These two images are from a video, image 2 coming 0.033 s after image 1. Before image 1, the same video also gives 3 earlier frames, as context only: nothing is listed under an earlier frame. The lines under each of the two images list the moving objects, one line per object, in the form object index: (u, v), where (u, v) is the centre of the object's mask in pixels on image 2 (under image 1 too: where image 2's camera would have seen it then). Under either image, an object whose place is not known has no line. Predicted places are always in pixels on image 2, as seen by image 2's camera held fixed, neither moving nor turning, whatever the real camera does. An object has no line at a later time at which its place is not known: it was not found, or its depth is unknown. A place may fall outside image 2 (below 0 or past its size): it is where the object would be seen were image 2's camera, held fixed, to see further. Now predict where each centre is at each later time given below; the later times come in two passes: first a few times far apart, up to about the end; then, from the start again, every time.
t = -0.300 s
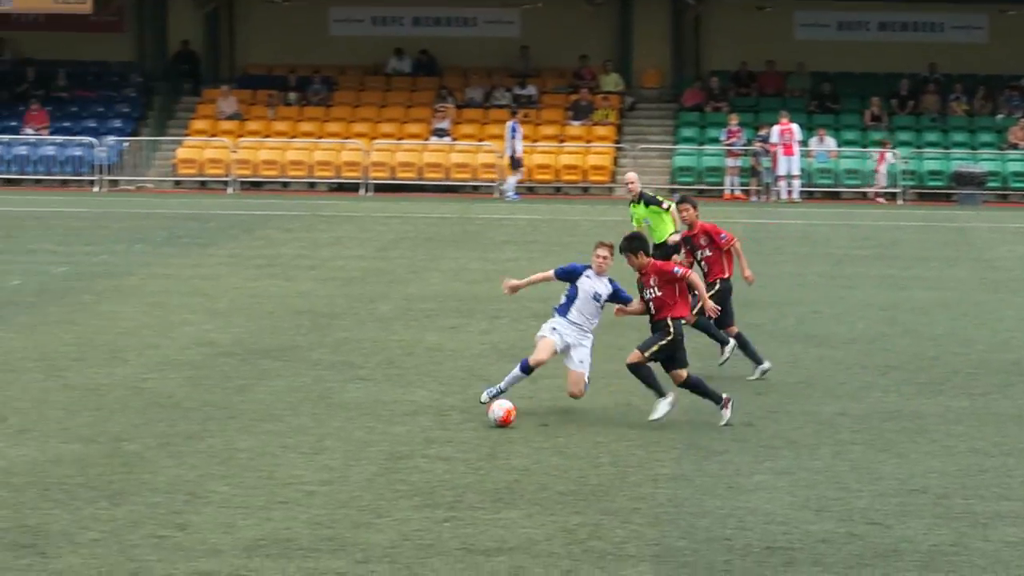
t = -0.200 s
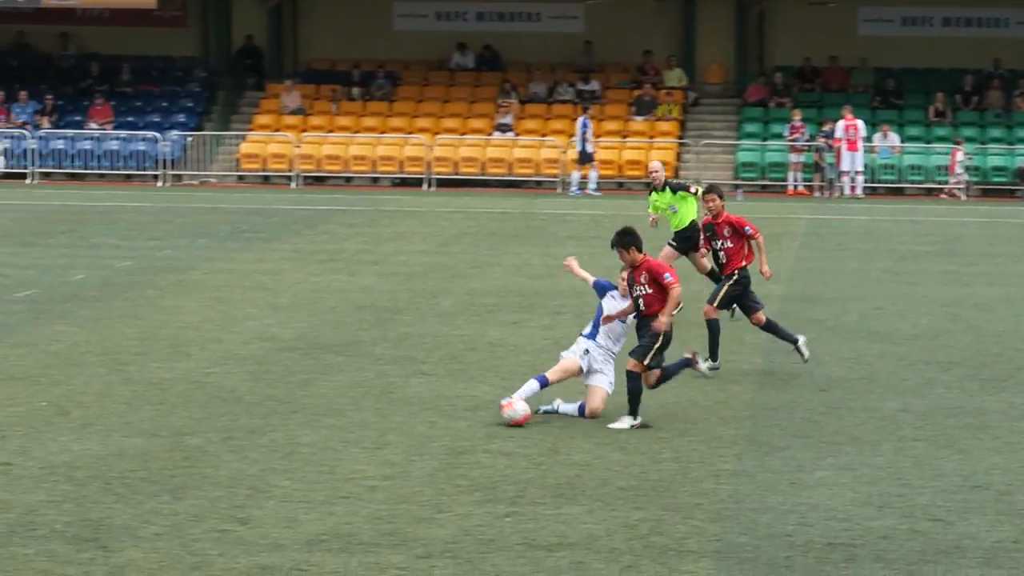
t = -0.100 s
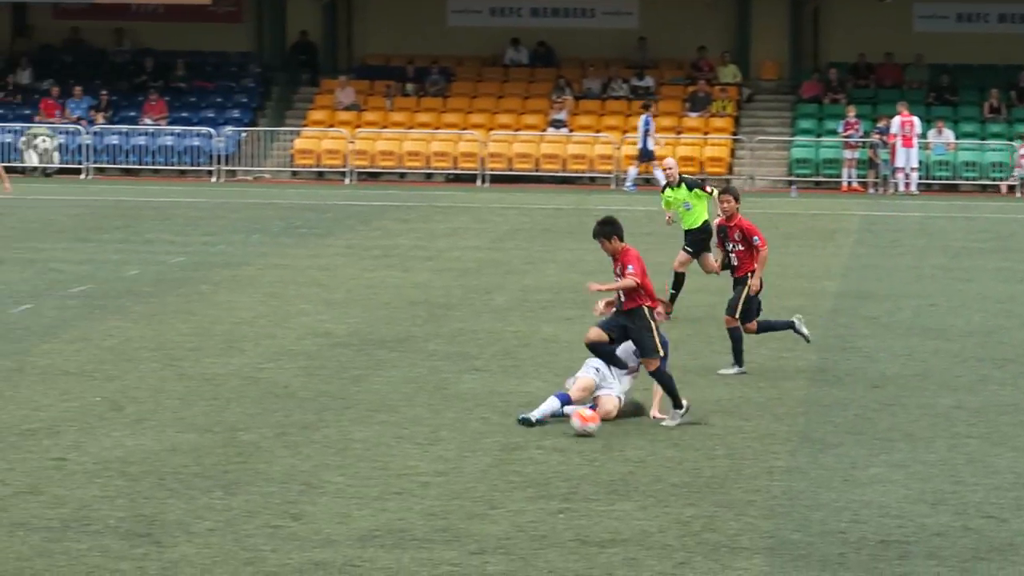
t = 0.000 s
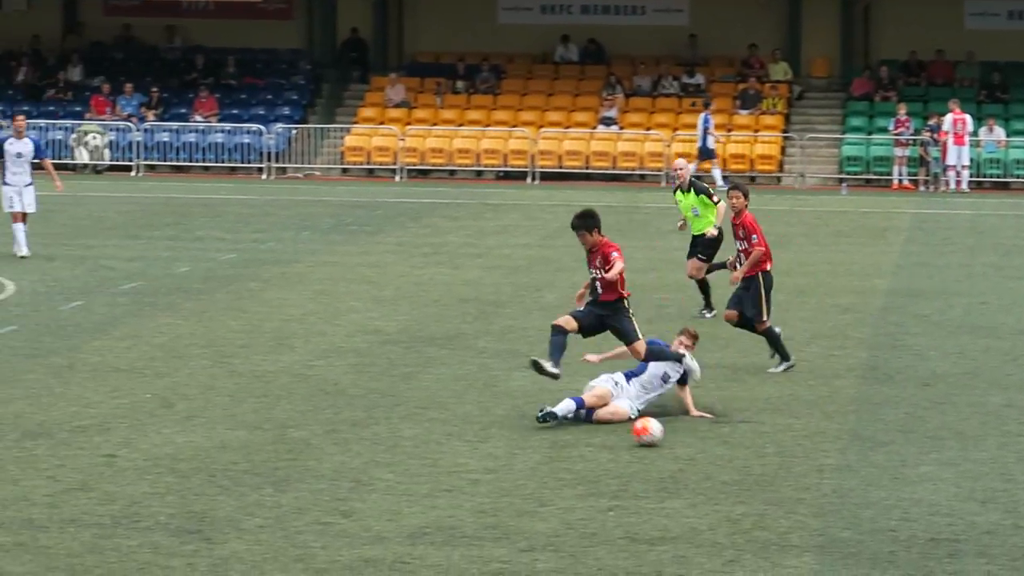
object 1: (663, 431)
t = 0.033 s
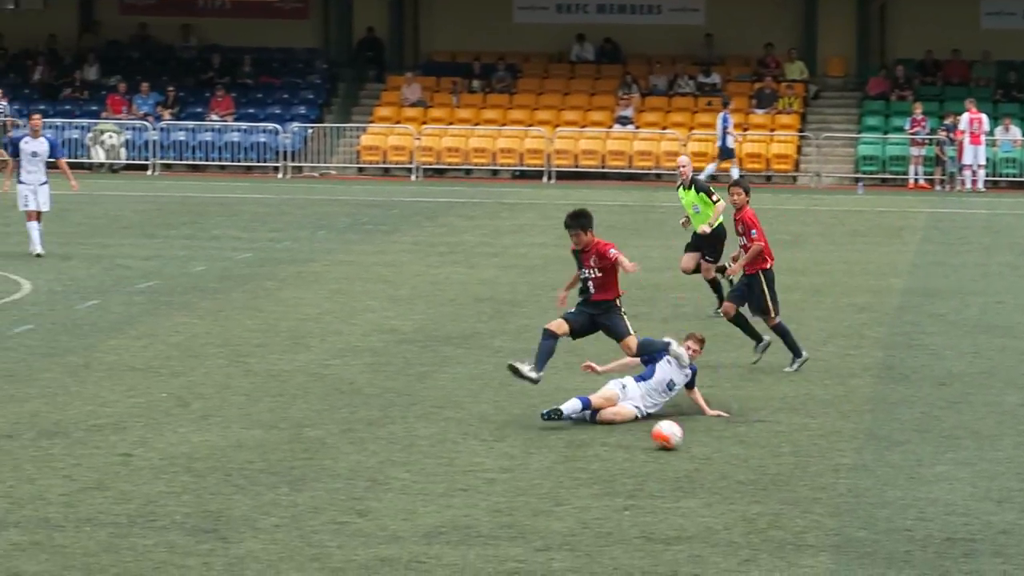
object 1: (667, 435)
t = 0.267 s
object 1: (682, 462)
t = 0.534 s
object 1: (683, 489)
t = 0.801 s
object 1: (681, 516)
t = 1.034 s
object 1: (679, 546)
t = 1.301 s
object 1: (678, 578)
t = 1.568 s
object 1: (676, 612)
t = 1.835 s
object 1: (671, 647)
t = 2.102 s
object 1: (666, 685)
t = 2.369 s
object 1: (662, 724)
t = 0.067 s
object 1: (671, 438)
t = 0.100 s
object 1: (674, 443)
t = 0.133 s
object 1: (676, 447)
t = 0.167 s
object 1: (678, 451)
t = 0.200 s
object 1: (680, 454)
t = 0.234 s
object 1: (681, 458)
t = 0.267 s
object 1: (682, 462)
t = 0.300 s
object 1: (682, 464)
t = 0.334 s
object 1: (683, 465)
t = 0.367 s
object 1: (683, 470)
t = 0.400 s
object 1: (683, 476)
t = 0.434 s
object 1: (683, 479)
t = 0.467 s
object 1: (683, 481)
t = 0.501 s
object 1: (683, 484)
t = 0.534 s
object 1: (683, 489)
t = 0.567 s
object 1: (683, 495)
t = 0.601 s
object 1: (683, 497)
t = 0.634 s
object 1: (682, 499)
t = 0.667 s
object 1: (682, 503)
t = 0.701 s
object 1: (682, 509)
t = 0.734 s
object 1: (682, 512)
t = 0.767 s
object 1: (681, 514)
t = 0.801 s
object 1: (681, 516)
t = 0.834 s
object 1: (681, 522)
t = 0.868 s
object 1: (680, 528)
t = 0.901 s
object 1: (680, 531)
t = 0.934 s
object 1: (680, 532)
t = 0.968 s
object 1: (680, 534)
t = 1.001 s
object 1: (680, 539)
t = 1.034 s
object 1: (679, 546)
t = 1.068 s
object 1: (679, 552)
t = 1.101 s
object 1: (679, 553)
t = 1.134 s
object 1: (679, 554)
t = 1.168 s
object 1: (679, 559)
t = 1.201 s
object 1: (678, 565)
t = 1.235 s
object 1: (678, 571)
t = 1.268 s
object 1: (678, 574)
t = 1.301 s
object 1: (678, 578)
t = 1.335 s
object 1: (678, 582)
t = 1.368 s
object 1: (678, 585)
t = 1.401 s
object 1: (677, 589)
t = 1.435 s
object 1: (677, 595)
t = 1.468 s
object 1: (676, 599)
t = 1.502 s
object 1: (677, 602)
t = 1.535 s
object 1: (676, 607)
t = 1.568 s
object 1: (676, 612)
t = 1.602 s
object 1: (675, 615)
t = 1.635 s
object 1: (675, 619)
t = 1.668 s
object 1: (674, 625)
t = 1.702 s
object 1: (673, 629)
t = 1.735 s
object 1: (673, 633)
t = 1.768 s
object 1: (672, 638)
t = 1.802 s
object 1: (671, 642)
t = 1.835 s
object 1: (671, 647)
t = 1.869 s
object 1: (670, 650)
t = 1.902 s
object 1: (670, 654)
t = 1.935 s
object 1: (669, 659)
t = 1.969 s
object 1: (669, 665)
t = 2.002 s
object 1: (668, 669)
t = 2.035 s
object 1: (668, 674)
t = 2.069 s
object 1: (667, 680)
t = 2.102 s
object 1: (666, 685)
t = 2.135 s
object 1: (666, 689)
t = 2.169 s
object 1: (666, 694)
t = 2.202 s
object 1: (665, 700)
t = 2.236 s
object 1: (664, 705)
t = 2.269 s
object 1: (664, 710)
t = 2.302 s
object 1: (664, 715)
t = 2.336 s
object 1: (663, 720)
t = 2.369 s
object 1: (662, 724)
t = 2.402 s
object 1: (661, 729)
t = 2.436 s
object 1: (660, 735)
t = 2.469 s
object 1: (659, 739)
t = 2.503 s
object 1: (658, 745)
